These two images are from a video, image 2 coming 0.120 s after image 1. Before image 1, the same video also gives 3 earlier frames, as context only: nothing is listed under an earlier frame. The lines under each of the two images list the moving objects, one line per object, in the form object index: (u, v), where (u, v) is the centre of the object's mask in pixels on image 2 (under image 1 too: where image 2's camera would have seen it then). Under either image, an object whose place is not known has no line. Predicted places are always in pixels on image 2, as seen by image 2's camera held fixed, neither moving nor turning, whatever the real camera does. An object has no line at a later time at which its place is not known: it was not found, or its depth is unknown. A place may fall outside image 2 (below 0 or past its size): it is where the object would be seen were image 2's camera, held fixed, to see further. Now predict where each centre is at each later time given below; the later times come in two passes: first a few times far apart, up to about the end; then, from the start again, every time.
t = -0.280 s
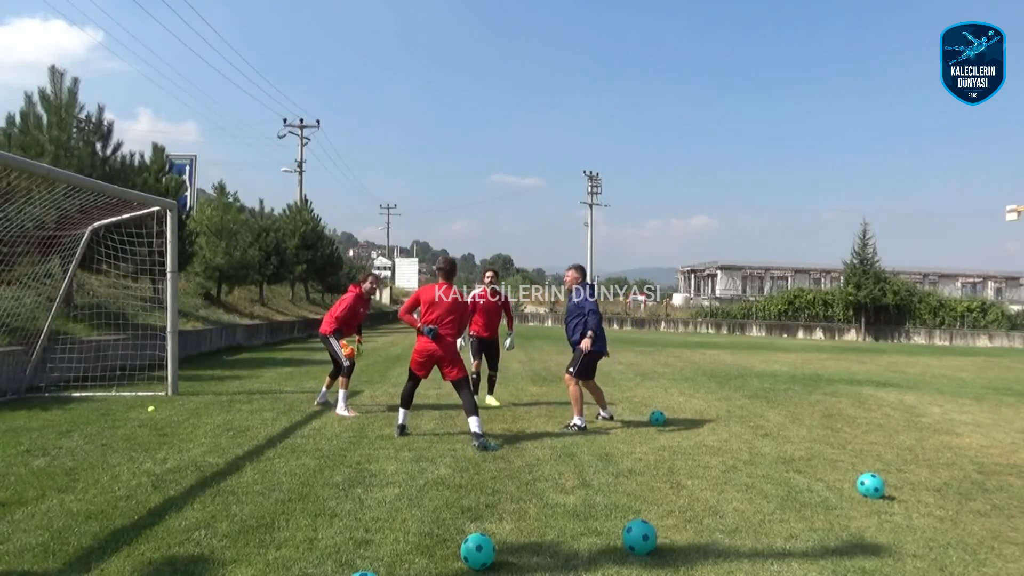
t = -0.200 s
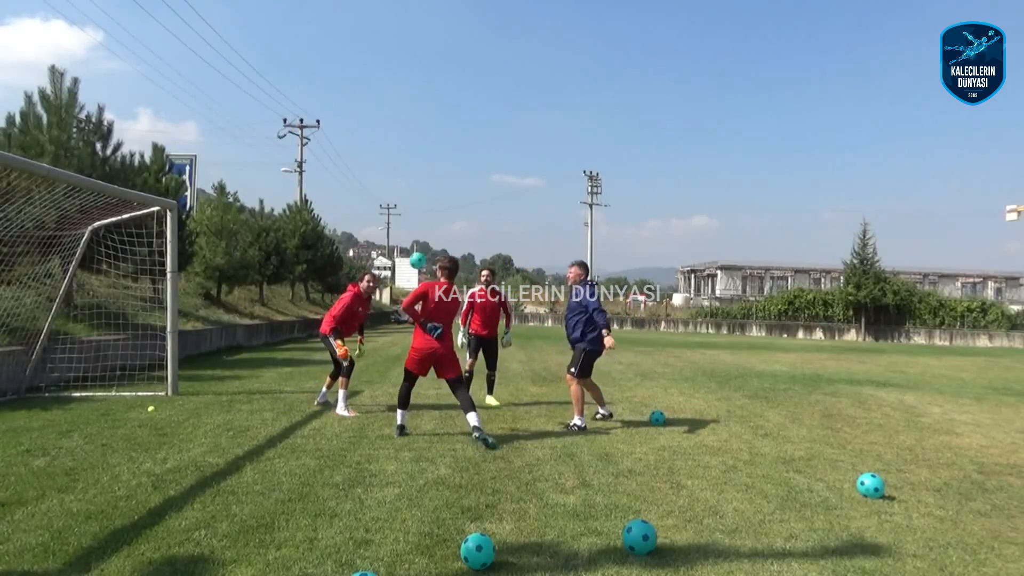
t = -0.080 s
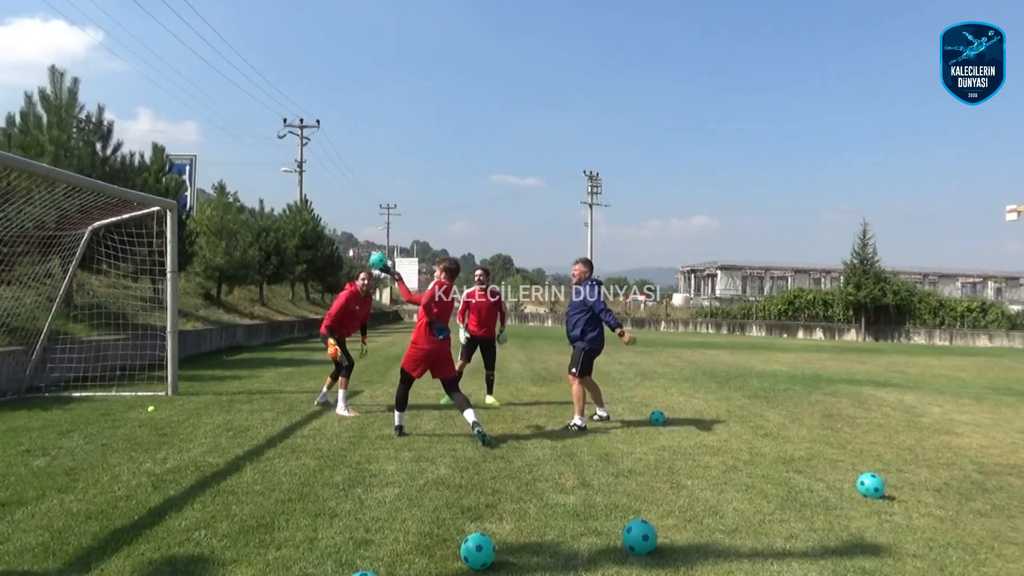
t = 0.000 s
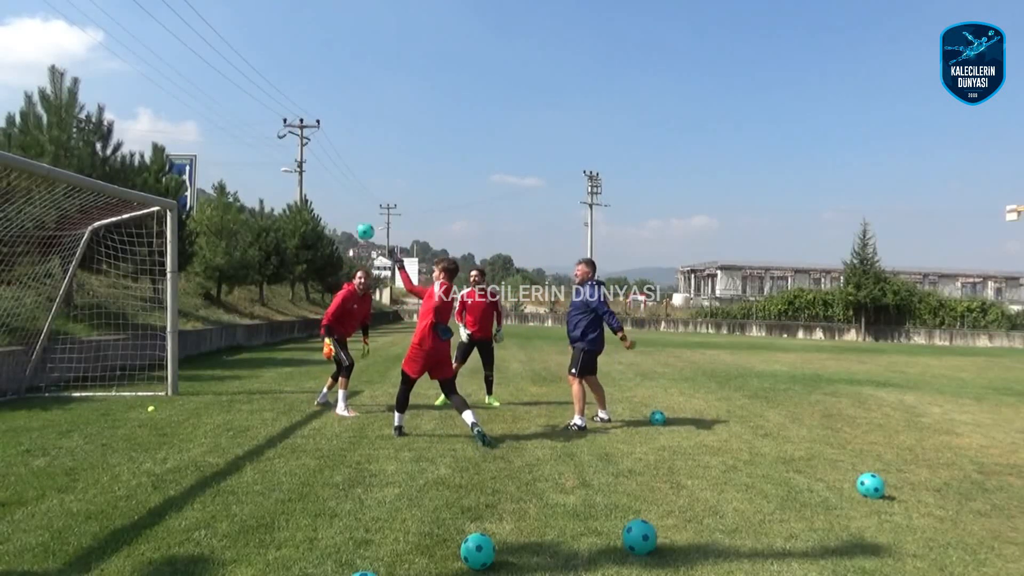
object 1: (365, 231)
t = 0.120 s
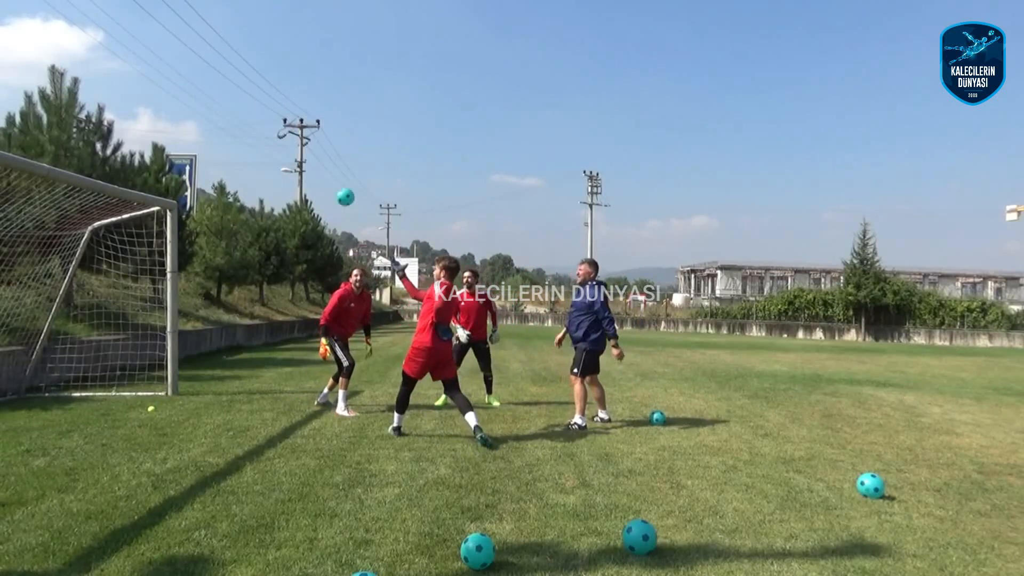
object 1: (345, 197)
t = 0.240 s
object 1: (325, 177)
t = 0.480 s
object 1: (282, 179)
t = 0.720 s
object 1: (235, 242)
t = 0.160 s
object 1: (338, 188)
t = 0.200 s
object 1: (331, 182)
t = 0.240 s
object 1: (325, 177)
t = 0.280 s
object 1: (318, 173)
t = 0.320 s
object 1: (311, 171)
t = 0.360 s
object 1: (303, 171)
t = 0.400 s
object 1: (296, 172)
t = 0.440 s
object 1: (289, 175)
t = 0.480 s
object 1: (282, 179)
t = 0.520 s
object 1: (274, 185)
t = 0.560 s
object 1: (266, 194)
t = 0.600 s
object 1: (259, 203)
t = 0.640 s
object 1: (251, 214)
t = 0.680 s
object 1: (243, 227)
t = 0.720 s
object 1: (235, 242)
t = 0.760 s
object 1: (227, 258)
